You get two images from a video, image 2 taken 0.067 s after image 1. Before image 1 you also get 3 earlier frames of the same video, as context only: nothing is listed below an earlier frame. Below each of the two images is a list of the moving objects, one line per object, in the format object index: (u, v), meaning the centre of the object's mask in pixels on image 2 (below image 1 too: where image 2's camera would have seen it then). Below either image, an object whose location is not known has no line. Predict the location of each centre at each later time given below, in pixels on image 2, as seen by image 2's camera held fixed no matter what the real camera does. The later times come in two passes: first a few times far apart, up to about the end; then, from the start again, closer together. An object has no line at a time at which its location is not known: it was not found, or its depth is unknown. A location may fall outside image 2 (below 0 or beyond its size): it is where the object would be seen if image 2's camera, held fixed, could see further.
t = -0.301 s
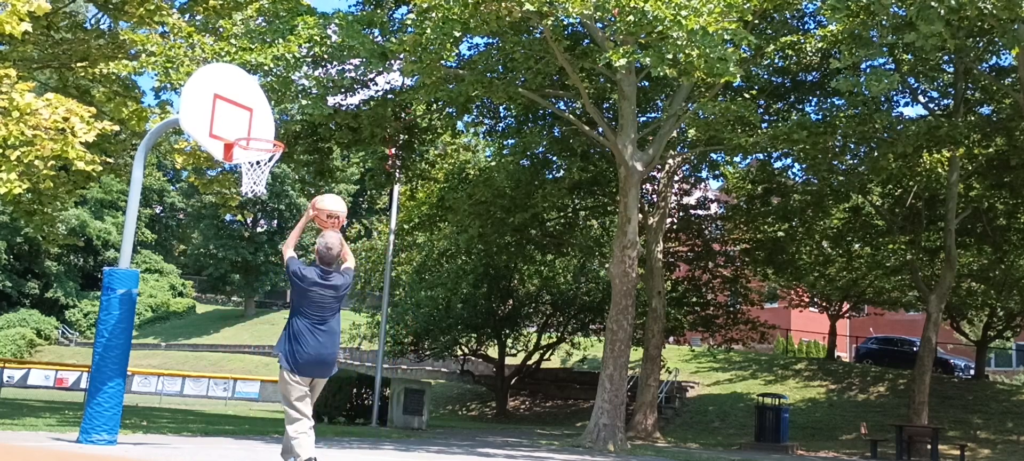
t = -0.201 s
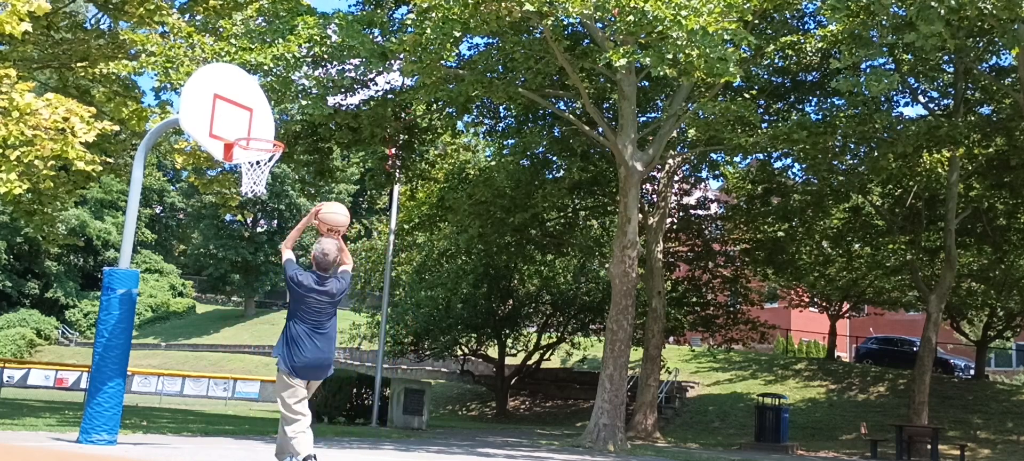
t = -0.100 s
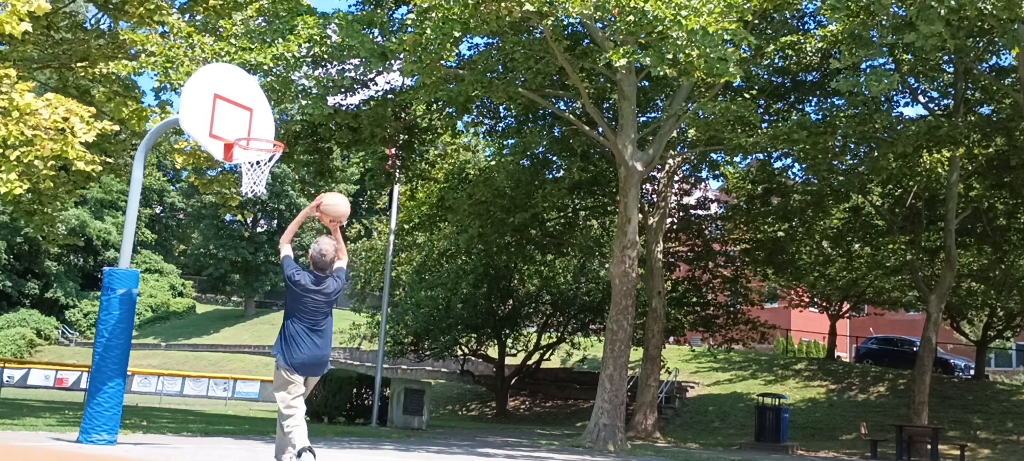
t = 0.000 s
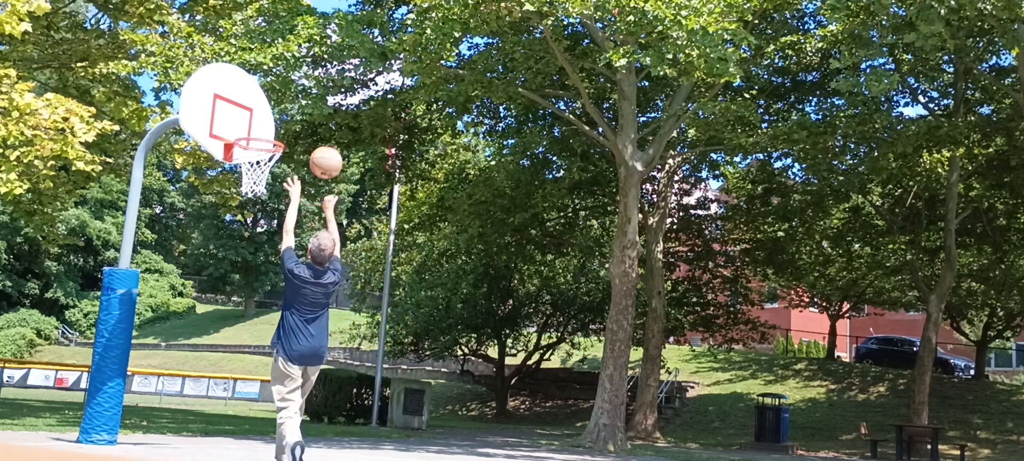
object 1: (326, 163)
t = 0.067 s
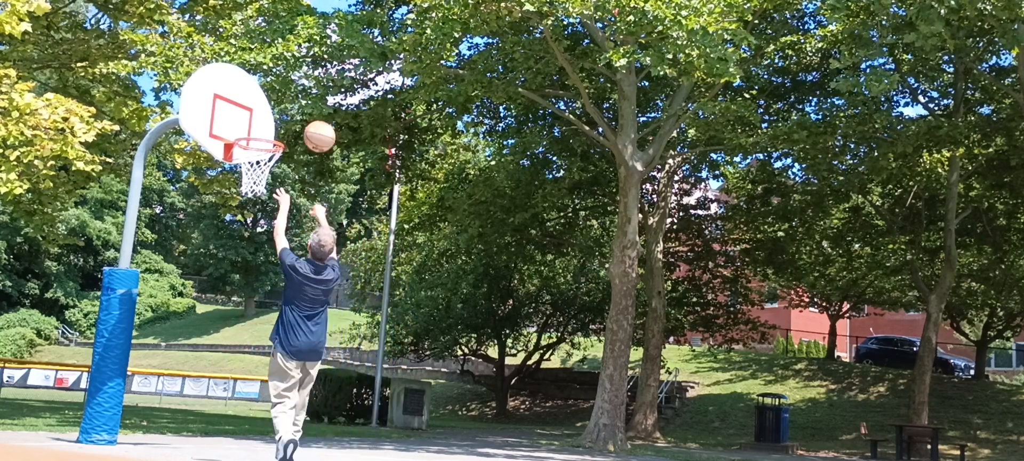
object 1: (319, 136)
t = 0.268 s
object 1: (300, 96)
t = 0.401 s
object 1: (286, 95)
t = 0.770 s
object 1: (260, 160)
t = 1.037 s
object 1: (264, 171)
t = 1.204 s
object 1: (259, 210)
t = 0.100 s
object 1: (316, 126)
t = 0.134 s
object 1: (313, 117)
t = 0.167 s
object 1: (310, 109)
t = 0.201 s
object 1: (307, 104)
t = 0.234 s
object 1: (303, 99)
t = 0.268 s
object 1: (300, 96)
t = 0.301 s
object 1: (296, 94)
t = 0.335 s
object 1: (293, 93)
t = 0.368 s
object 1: (289, 94)
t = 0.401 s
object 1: (286, 95)
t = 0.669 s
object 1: (257, 146)
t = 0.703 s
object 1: (256, 151)
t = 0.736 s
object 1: (257, 156)
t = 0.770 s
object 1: (260, 160)
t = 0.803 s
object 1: (262, 162)
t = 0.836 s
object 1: (262, 163)
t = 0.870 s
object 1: (264, 168)
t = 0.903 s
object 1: (263, 165)
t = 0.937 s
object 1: (264, 165)
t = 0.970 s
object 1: (264, 166)
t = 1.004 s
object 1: (264, 168)
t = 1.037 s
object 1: (264, 171)
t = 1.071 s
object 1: (262, 177)
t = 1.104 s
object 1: (262, 185)
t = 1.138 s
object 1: (261, 191)
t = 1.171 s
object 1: (260, 200)
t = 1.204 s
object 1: (259, 210)
